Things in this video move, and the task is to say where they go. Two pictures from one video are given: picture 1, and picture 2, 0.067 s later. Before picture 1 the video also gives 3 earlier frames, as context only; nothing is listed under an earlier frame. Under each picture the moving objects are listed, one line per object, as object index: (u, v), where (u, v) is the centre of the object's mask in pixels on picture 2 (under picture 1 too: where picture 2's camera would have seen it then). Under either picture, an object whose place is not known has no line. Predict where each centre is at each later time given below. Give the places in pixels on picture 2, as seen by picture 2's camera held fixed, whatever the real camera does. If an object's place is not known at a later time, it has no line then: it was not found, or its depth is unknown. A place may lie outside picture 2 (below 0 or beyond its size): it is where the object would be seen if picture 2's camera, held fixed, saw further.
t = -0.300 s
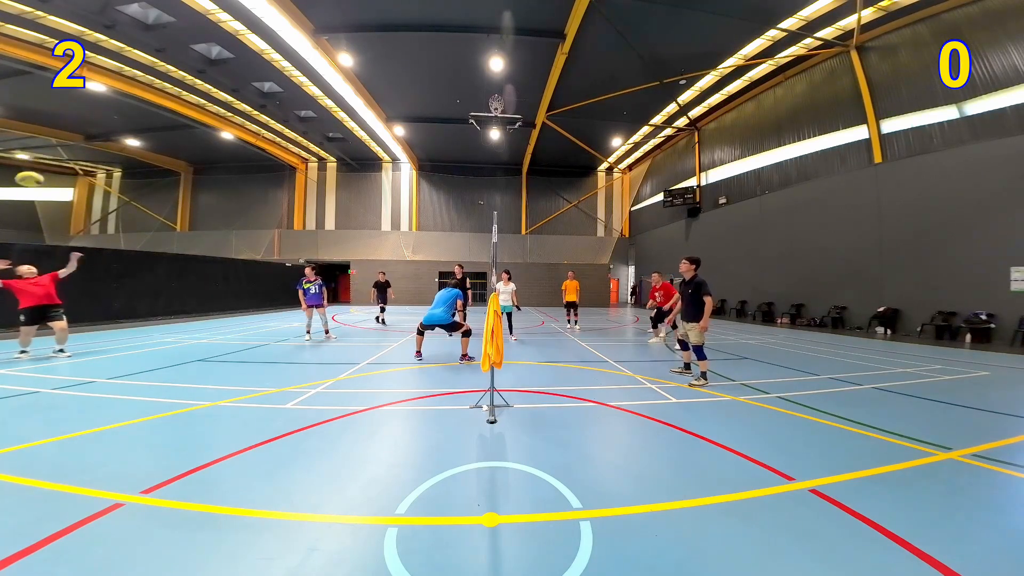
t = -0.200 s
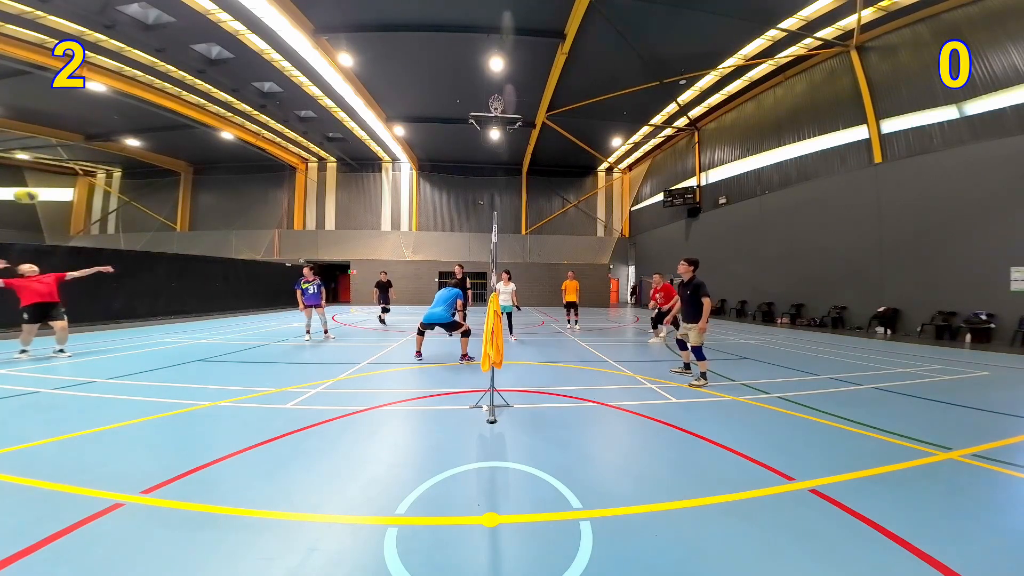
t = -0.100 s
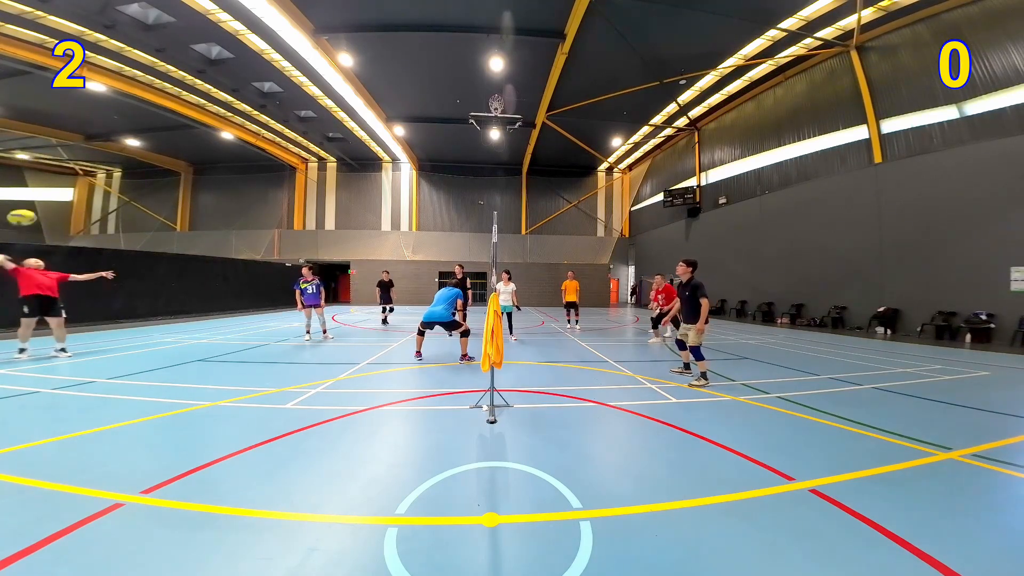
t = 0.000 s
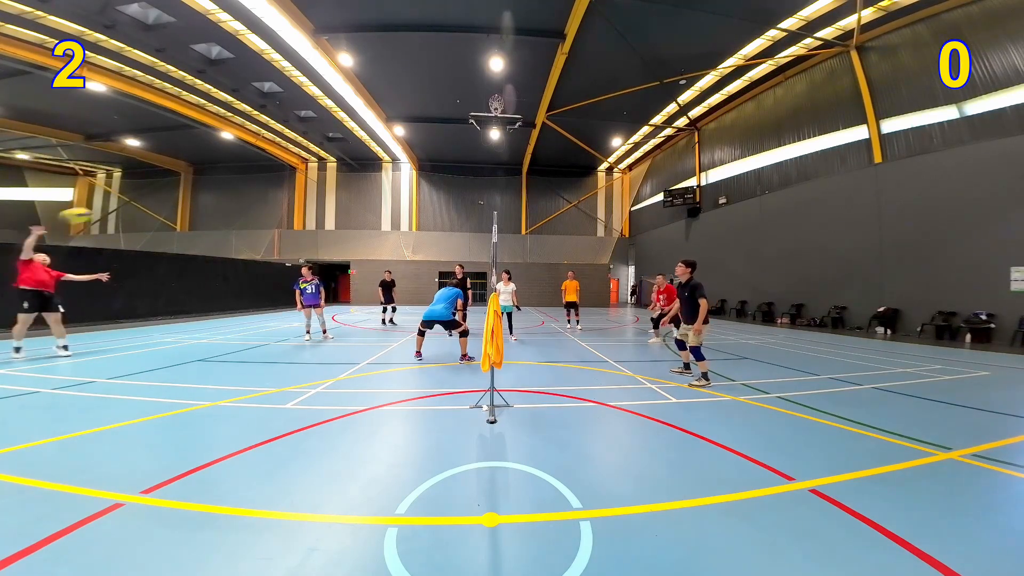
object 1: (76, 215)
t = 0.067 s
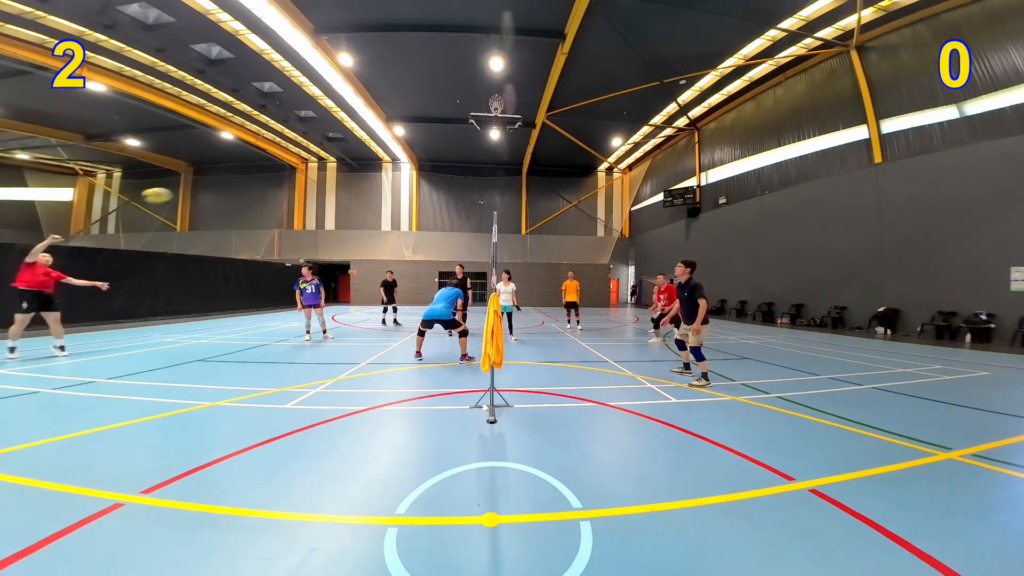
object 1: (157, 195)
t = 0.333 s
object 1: (408, 182)
